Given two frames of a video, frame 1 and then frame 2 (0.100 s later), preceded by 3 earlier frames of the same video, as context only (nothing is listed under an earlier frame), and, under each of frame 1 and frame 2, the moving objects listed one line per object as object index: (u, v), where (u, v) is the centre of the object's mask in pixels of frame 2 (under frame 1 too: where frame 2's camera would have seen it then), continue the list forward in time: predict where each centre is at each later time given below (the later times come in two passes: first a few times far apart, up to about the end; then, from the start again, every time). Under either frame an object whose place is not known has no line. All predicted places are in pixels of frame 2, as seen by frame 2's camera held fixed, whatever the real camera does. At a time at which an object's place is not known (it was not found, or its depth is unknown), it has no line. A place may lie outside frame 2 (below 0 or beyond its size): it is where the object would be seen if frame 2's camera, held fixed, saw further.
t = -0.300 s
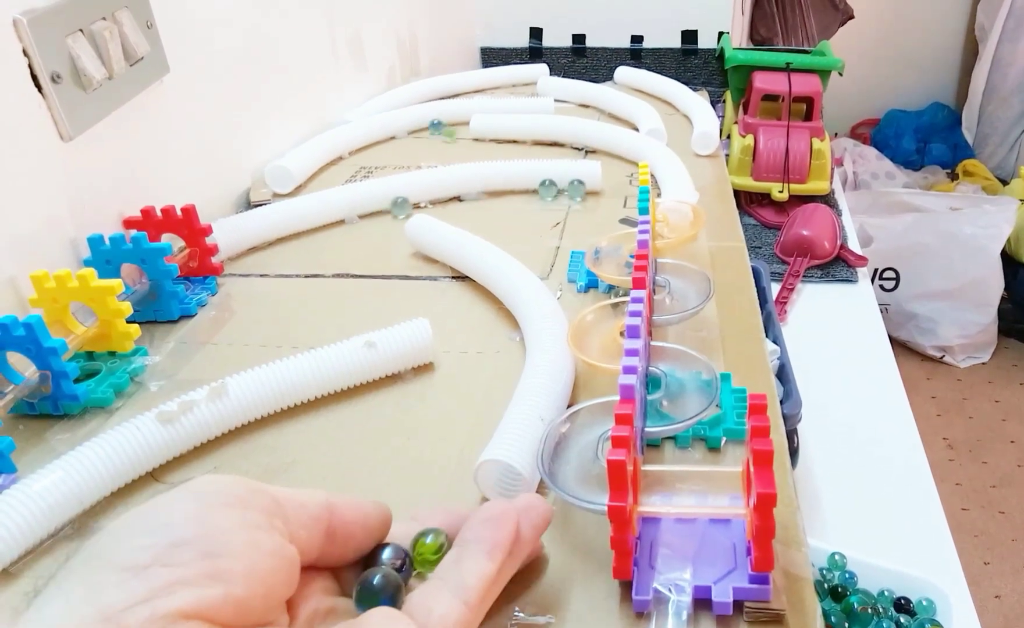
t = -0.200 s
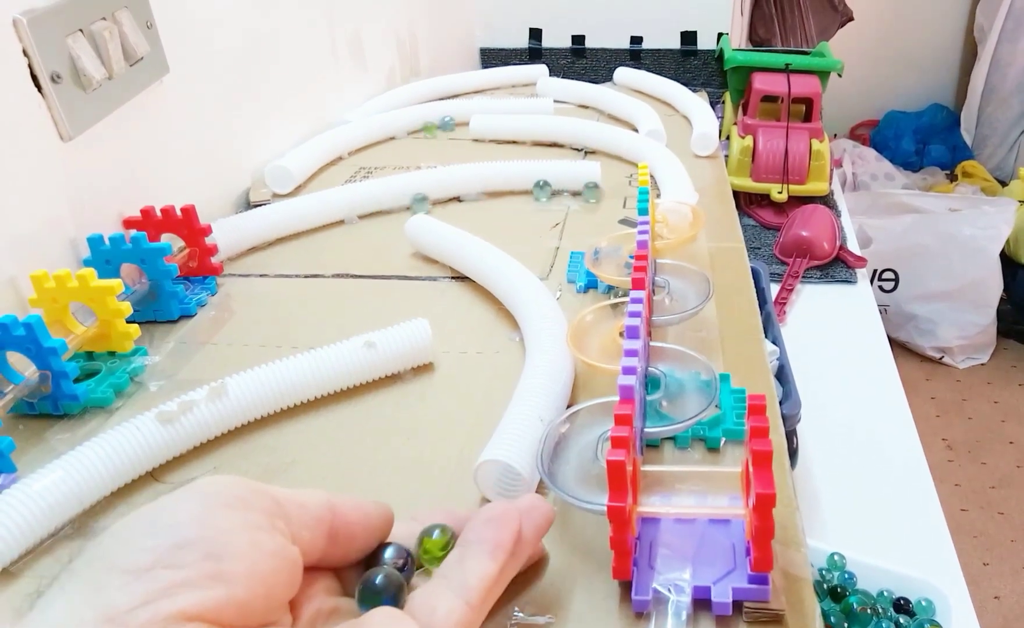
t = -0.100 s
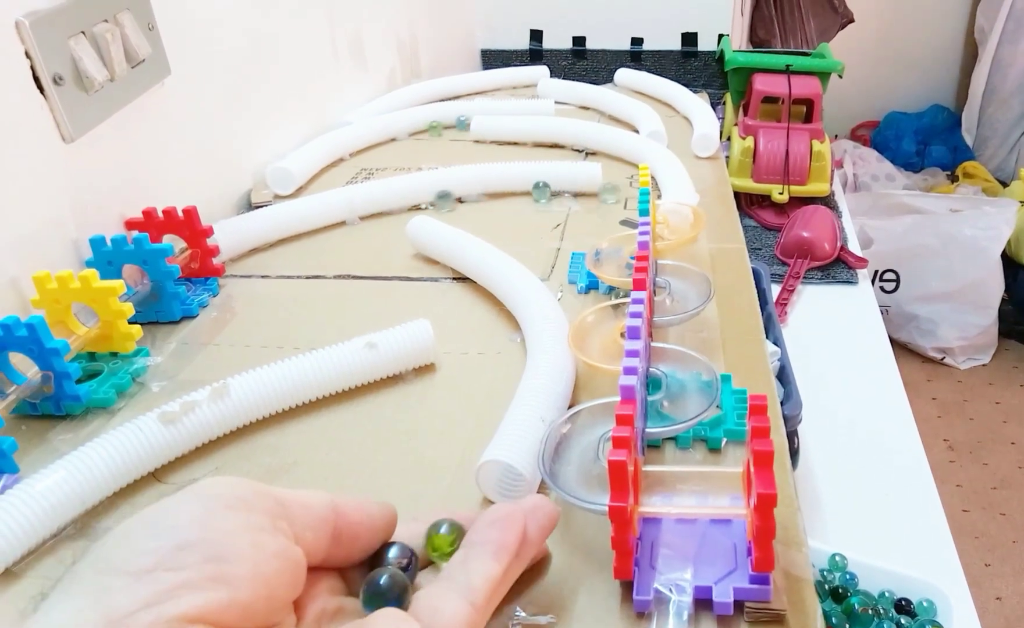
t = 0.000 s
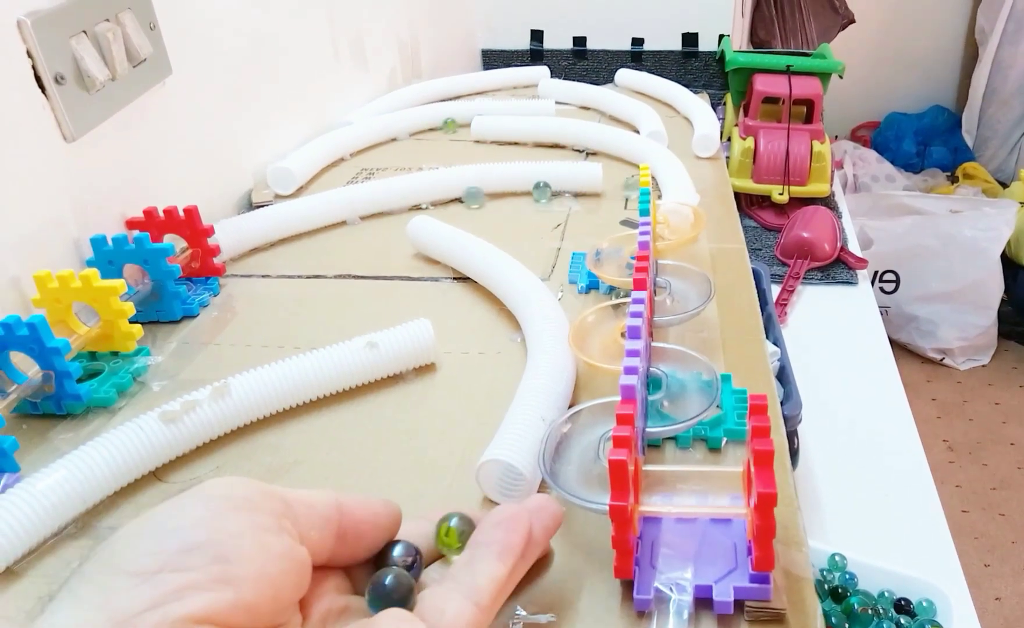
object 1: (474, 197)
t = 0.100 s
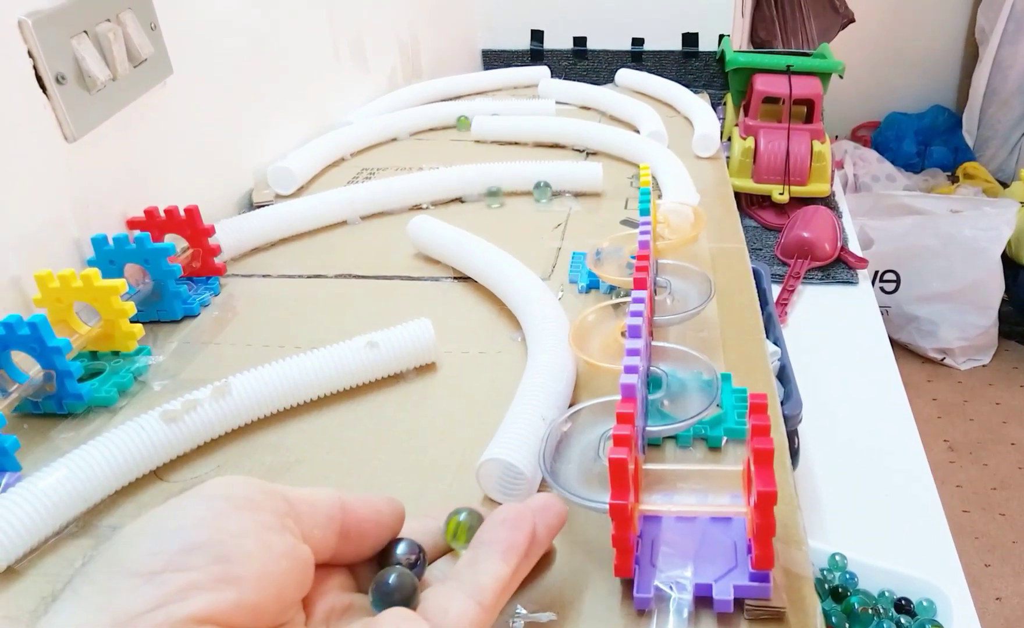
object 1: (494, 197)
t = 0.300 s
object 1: (524, 192)
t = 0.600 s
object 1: (537, 191)
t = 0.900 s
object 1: (542, 191)
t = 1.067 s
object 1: (542, 191)
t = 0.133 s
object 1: (501, 195)
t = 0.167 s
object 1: (508, 194)
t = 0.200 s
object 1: (513, 192)
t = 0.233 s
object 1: (519, 192)
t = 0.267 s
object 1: (523, 192)
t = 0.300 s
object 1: (524, 192)
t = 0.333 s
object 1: (527, 191)
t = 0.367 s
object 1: (529, 191)
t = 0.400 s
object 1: (530, 191)
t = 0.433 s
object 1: (531, 190)
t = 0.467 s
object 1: (532, 191)
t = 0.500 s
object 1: (533, 191)
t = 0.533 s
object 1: (534, 191)
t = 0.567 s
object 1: (536, 191)
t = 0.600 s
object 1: (537, 191)
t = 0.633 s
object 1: (539, 191)
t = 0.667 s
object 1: (540, 191)
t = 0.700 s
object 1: (542, 191)
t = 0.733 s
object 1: (542, 191)
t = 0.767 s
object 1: (542, 191)
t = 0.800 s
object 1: (542, 191)
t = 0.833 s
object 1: (541, 191)
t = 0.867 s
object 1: (542, 191)
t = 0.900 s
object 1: (542, 191)
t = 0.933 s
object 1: (542, 191)
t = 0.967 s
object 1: (542, 191)
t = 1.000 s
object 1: (542, 191)
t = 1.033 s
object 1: (542, 191)
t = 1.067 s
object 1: (542, 191)
